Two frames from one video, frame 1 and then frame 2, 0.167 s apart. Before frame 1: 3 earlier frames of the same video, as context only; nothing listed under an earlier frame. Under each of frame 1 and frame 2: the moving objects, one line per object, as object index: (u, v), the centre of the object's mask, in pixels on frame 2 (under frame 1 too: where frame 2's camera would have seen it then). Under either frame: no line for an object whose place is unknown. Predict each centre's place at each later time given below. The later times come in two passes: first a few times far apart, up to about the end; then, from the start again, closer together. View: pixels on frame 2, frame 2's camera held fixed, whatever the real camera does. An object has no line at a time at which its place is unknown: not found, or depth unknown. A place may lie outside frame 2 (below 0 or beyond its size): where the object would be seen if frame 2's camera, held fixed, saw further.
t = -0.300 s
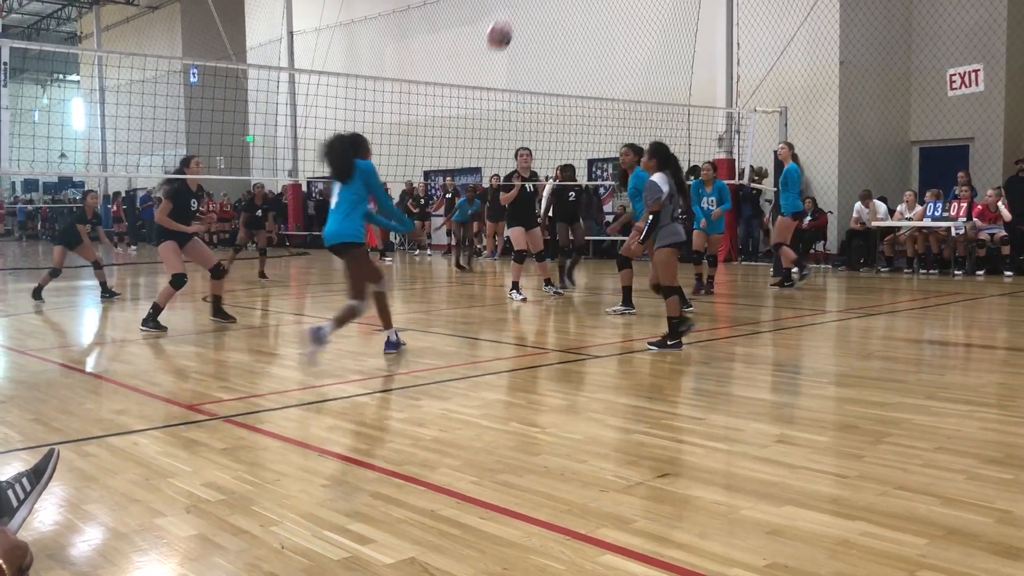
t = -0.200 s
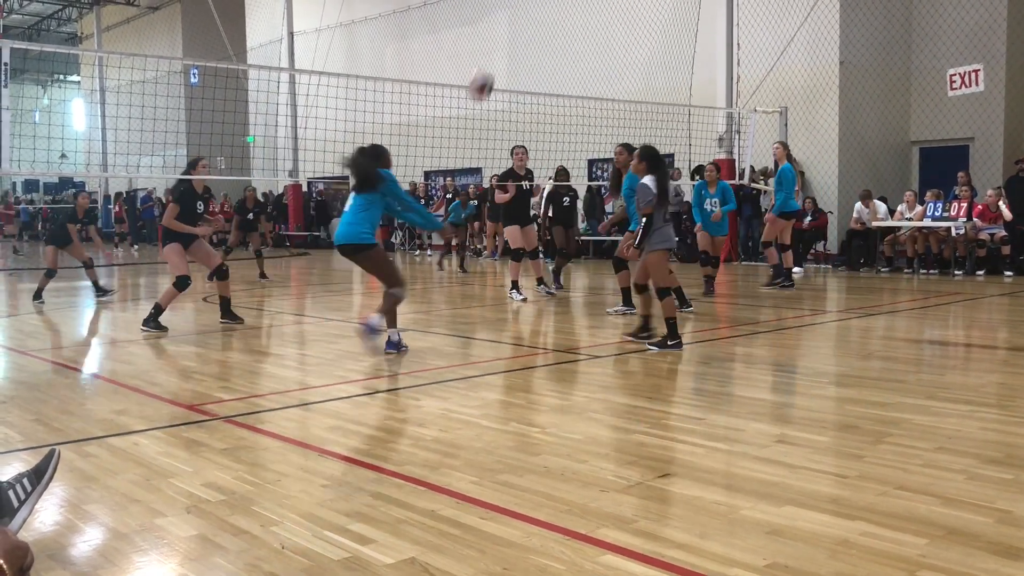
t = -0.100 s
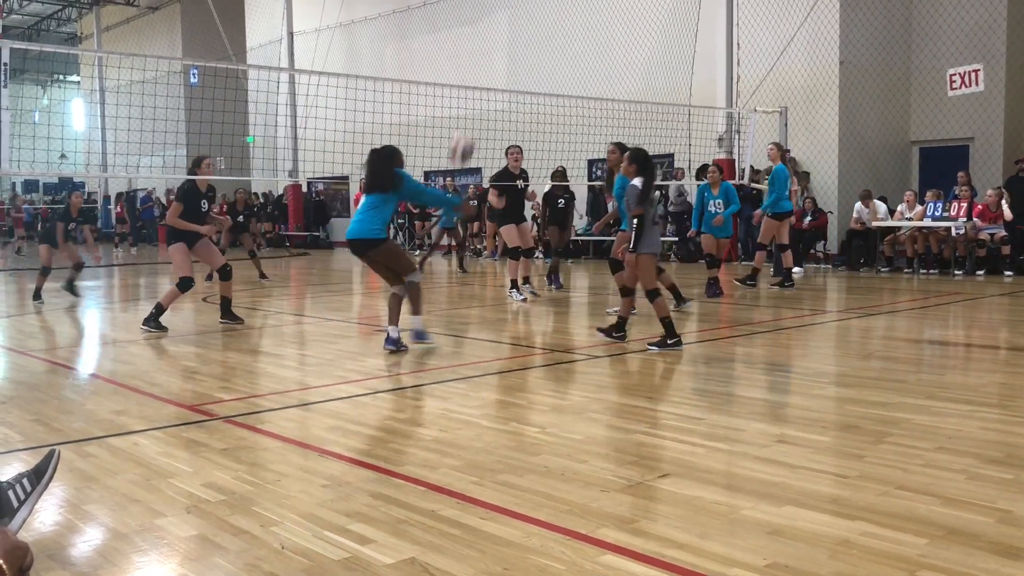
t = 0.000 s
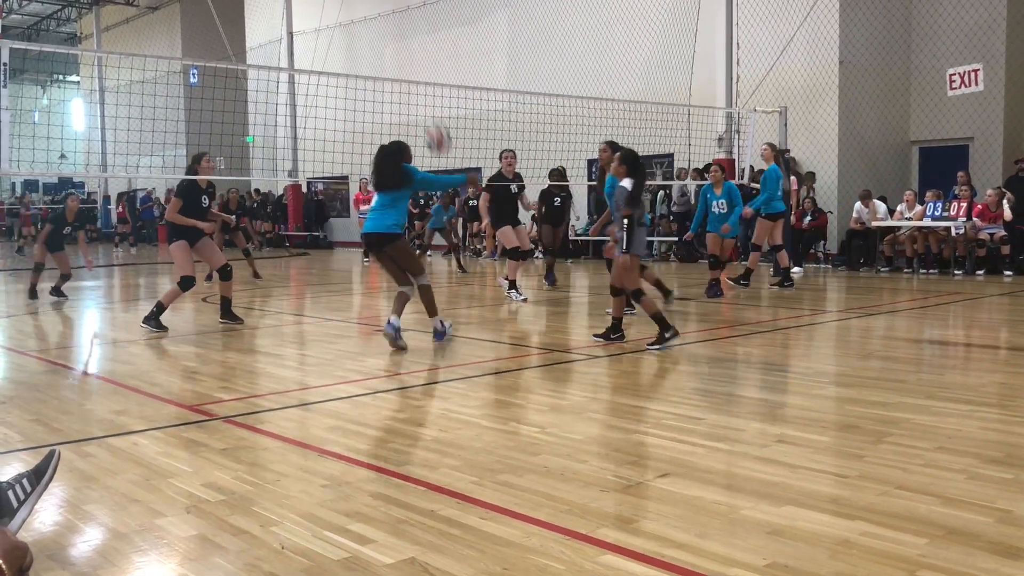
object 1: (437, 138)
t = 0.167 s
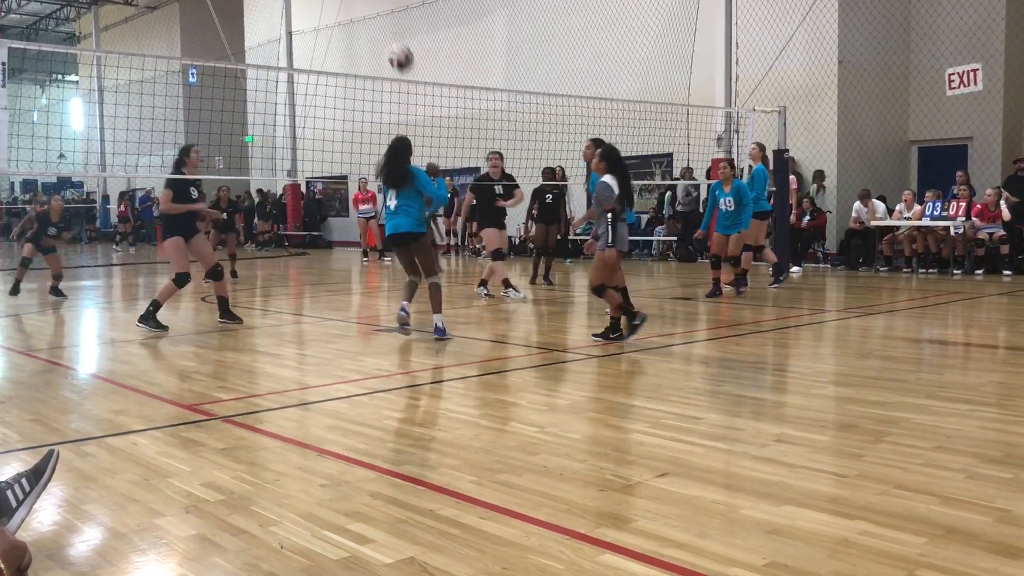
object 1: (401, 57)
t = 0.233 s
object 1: (388, 38)
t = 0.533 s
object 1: (339, 17)
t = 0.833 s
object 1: (304, 82)
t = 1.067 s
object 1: (284, 177)
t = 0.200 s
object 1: (394, 47)
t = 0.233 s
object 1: (388, 38)
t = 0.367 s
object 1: (365, 16)
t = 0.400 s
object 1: (360, 13)
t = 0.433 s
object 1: (354, 12)
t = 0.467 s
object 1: (349, 13)
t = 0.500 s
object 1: (344, 14)
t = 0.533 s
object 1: (339, 17)
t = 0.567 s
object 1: (335, 20)
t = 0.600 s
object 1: (331, 25)
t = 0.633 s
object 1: (327, 30)
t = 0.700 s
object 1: (319, 44)
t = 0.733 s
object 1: (315, 51)
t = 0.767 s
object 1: (311, 61)
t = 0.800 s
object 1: (308, 71)
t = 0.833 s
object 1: (304, 82)
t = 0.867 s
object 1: (301, 93)
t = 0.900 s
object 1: (299, 106)
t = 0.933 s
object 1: (295, 117)
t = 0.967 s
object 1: (292, 132)
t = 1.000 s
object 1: (289, 147)
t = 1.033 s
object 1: (286, 160)
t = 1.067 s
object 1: (284, 177)
